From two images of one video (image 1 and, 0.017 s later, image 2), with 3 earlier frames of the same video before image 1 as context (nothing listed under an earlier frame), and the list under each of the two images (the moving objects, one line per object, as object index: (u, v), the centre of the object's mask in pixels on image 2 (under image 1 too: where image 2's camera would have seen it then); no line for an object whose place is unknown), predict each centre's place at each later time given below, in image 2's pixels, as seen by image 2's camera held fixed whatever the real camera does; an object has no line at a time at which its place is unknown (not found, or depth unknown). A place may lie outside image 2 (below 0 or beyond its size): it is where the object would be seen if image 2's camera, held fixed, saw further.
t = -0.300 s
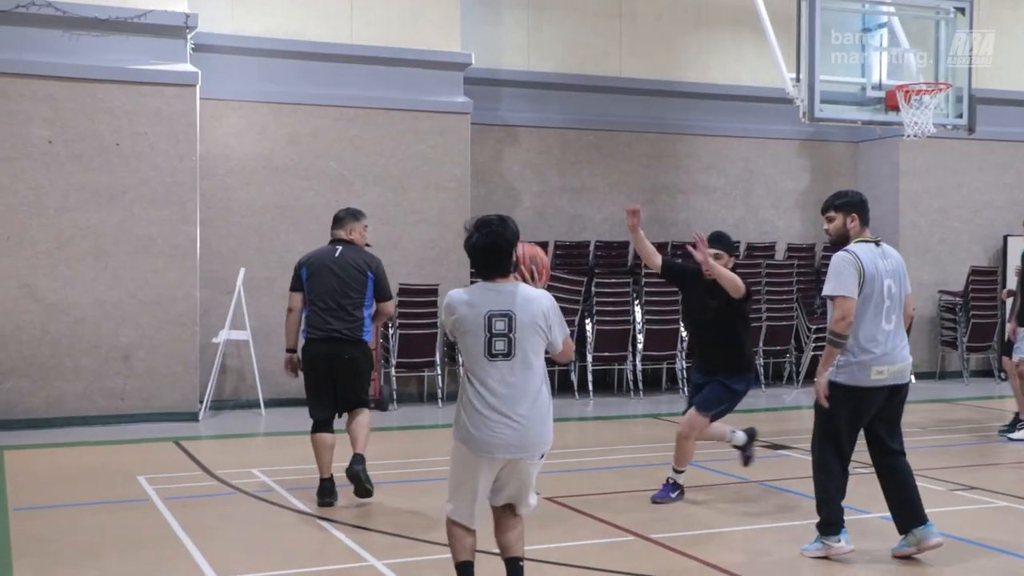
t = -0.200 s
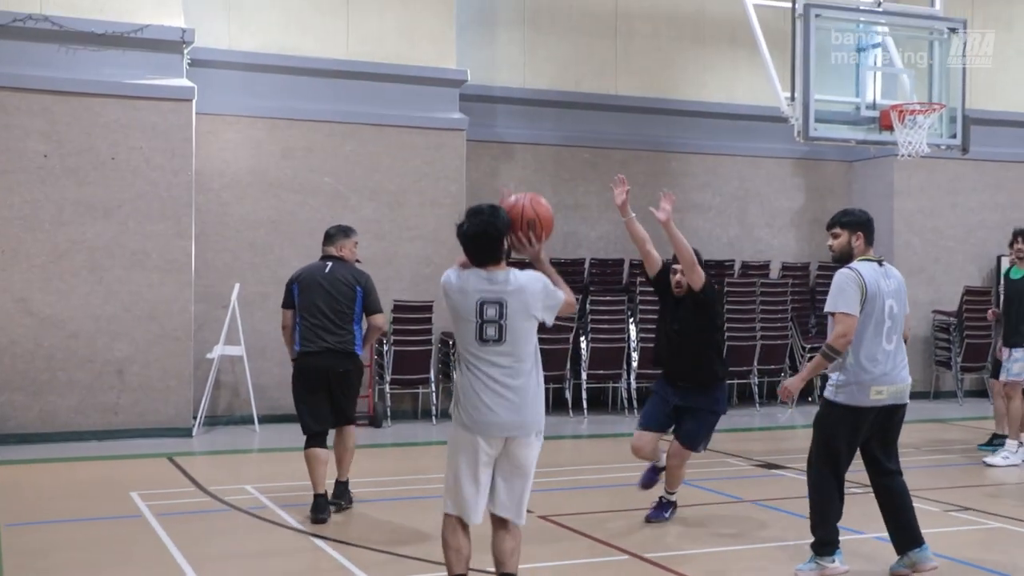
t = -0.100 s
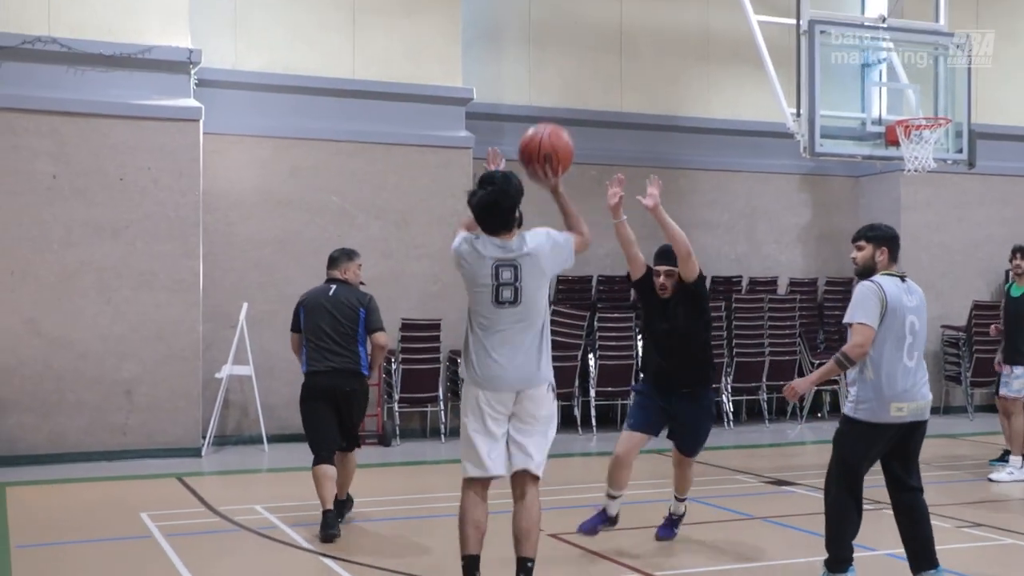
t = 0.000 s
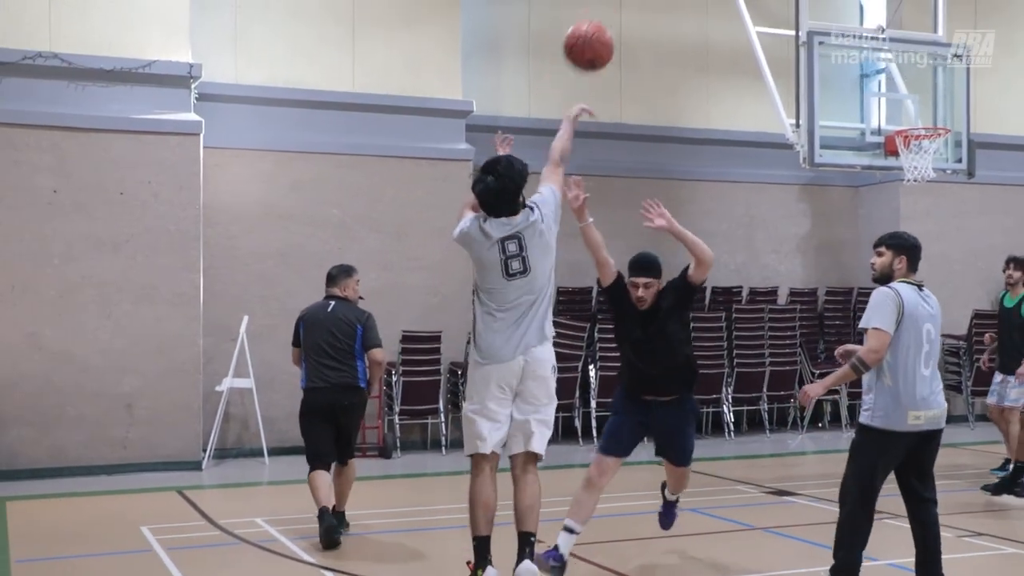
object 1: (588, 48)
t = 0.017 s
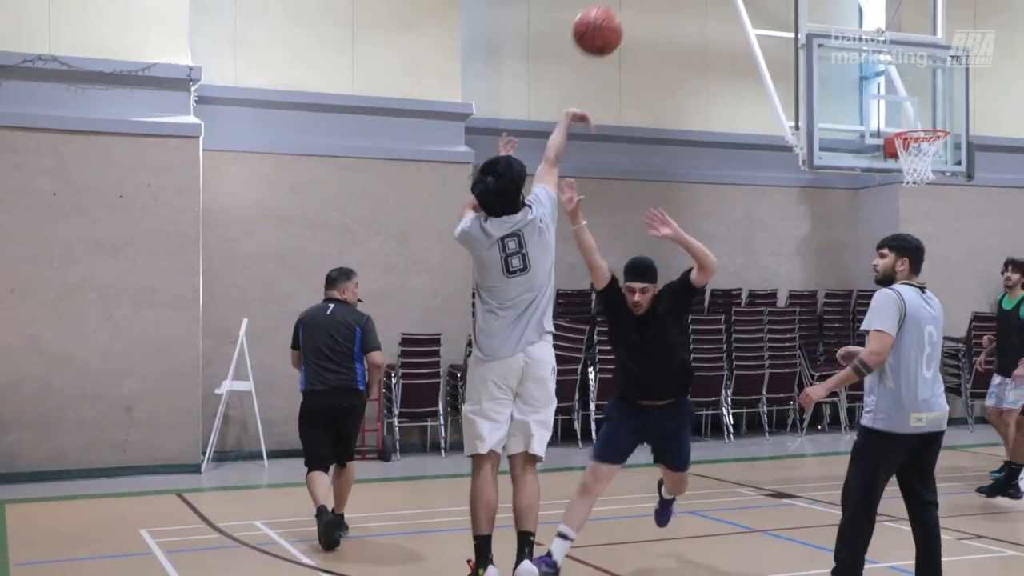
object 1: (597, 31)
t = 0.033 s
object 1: (608, 17)
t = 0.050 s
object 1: (618, 8)
